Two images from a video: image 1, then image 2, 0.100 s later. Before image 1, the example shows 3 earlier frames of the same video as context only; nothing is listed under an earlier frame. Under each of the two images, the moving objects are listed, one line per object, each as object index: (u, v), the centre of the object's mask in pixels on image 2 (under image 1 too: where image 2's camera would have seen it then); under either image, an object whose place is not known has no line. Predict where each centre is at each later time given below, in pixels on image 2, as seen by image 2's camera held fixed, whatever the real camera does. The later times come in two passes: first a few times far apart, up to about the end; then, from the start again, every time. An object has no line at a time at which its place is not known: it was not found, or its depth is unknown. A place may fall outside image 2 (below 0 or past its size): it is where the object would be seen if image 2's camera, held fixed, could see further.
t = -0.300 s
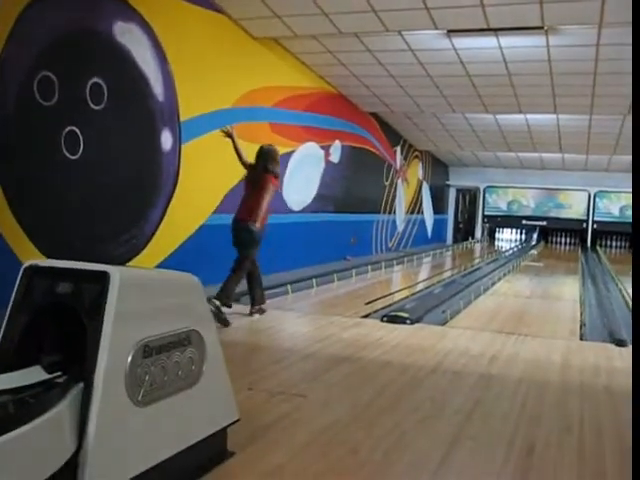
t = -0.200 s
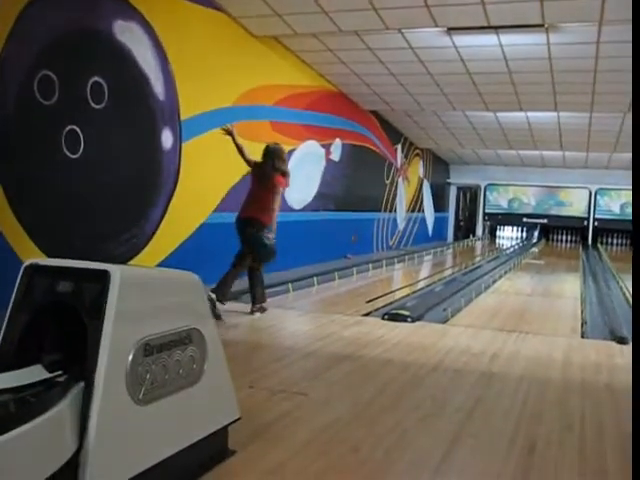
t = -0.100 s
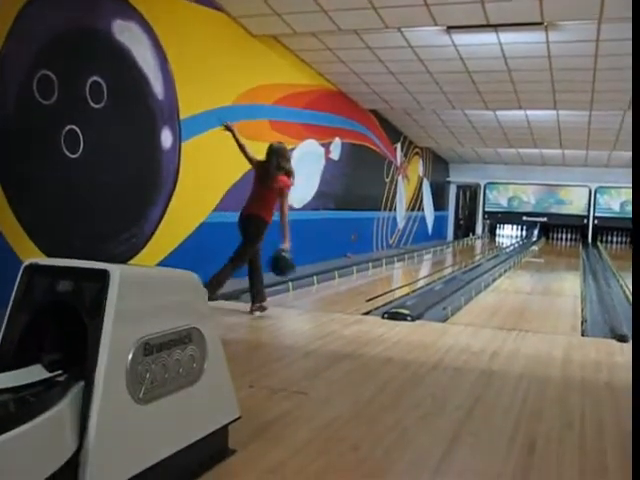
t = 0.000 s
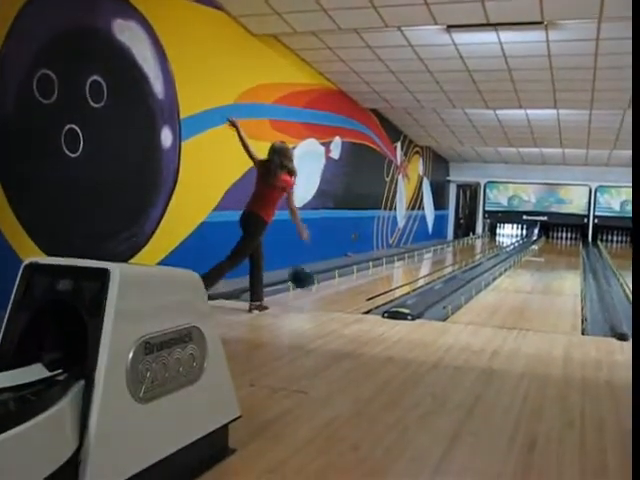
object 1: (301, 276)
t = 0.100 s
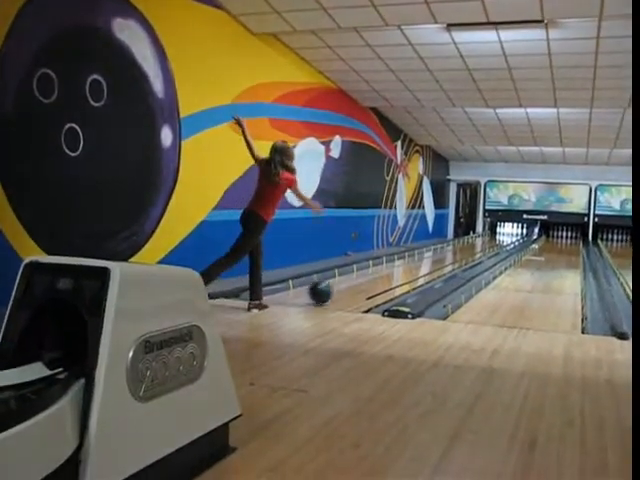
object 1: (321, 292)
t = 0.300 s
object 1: (350, 285)
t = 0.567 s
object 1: (381, 276)
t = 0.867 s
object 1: (407, 268)
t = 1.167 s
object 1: (427, 262)
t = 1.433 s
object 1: (441, 259)
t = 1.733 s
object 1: (454, 255)
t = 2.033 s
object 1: (465, 251)
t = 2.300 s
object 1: (473, 249)
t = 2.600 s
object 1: (478, 248)
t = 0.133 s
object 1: (326, 289)
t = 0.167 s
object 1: (331, 288)
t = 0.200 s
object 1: (337, 287)
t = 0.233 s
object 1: (342, 287)
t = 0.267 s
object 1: (346, 286)
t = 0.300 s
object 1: (350, 285)
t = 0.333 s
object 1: (355, 283)
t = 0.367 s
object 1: (359, 282)
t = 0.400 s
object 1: (364, 282)
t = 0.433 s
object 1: (368, 281)
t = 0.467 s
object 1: (371, 279)
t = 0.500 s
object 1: (374, 278)
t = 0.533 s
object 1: (378, 277)
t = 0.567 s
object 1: (381, 276)
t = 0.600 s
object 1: (385, 275)
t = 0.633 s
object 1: (388, 274)
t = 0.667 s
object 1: (391, 273)
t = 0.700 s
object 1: (394, 272)
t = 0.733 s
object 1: (397, 271)
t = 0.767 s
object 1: (399, 270)
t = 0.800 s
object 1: (402, 270)
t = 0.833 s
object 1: (405, 269)
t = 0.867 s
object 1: (407, 268)
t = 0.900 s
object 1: (410, 267)
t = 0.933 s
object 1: (412, 267)
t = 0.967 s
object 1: (415, 266)
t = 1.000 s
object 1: (417, 266)
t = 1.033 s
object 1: (419, 265)
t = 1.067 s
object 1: (421, 264)
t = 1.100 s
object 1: (423, 263)
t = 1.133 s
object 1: (426, 263)
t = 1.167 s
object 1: (427, 262)
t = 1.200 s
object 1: (429, 262)
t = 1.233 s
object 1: (430, 262)
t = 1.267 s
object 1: (432, 261)
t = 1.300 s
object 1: (435, 260)
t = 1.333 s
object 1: (437, 260)
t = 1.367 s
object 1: (438, 259)
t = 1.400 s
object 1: (440, 260)
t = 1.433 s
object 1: (441, 259)
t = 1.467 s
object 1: (443, 258)
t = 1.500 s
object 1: (445, 257)
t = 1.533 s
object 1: (446, 257)
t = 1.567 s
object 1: (447, 257)
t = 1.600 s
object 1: (449, 257)
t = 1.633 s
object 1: (450, 256)
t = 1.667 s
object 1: (451, 256)
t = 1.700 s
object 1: (453, 256)
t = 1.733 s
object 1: (454, 255)
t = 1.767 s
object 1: (455, 255)
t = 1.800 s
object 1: (457, 254)
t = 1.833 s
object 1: (458, 254)
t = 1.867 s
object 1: (459, 254)
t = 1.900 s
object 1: (460, 254)
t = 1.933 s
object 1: (463, 252)
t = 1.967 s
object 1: (463, 252)
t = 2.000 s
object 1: (464, 251)
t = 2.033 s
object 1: (465, 251)
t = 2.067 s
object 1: (464, 251)
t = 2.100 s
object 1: (466, 251)
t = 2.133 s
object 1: (467, 251)
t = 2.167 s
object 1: (467, 251)
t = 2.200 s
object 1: (470, 249)
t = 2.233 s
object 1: (470, 250)
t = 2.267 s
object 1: (472, 250)
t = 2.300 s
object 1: (473, 249)
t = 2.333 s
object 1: (474, 249)
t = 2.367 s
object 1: (474, 249)
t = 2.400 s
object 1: (475, 249)
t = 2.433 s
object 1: (475, 249)
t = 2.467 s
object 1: (476, 249)
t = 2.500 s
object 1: (476, 248)
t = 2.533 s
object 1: (476, 248)
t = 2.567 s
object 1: (477, 248)
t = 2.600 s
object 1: (478, 248)
